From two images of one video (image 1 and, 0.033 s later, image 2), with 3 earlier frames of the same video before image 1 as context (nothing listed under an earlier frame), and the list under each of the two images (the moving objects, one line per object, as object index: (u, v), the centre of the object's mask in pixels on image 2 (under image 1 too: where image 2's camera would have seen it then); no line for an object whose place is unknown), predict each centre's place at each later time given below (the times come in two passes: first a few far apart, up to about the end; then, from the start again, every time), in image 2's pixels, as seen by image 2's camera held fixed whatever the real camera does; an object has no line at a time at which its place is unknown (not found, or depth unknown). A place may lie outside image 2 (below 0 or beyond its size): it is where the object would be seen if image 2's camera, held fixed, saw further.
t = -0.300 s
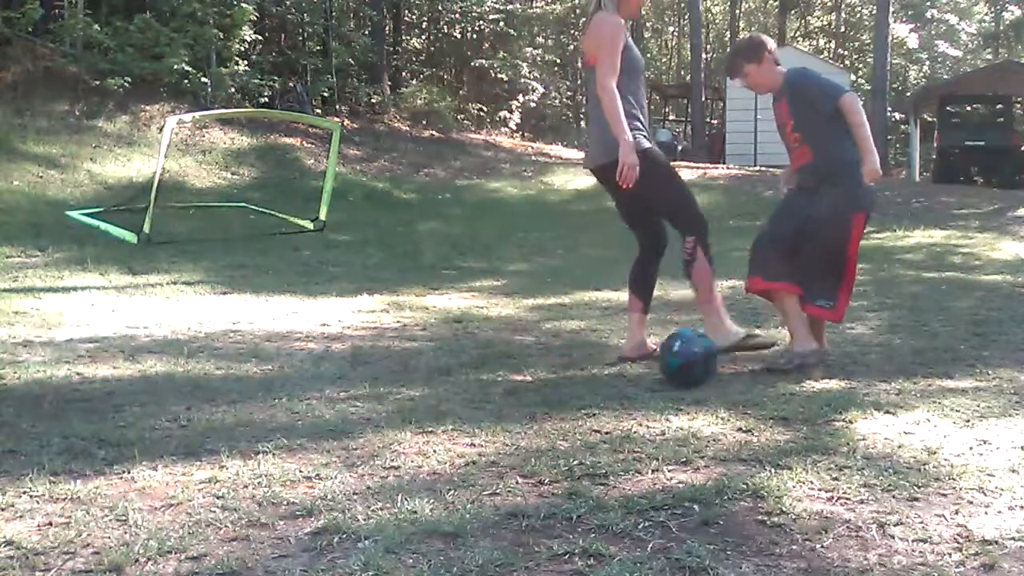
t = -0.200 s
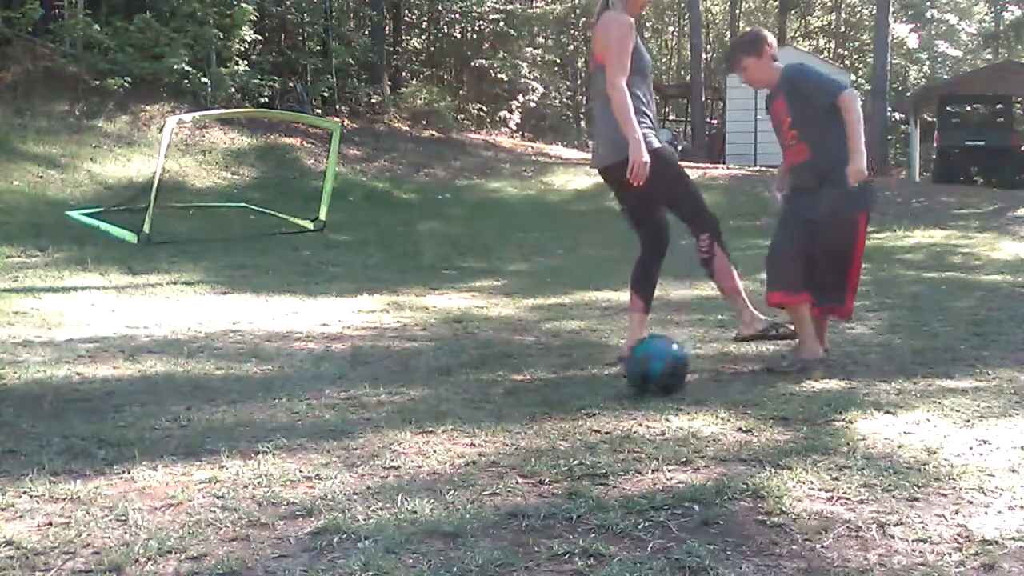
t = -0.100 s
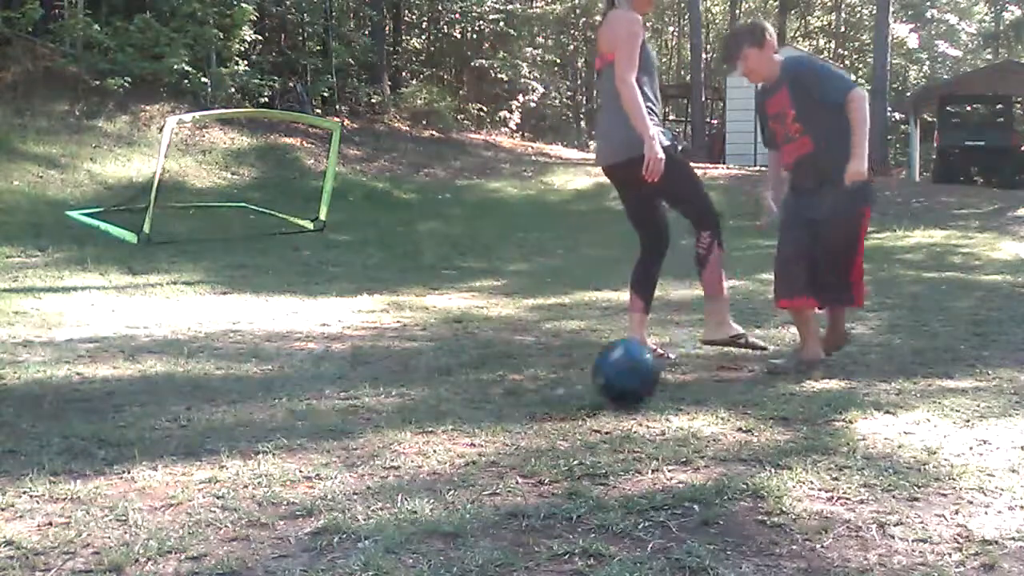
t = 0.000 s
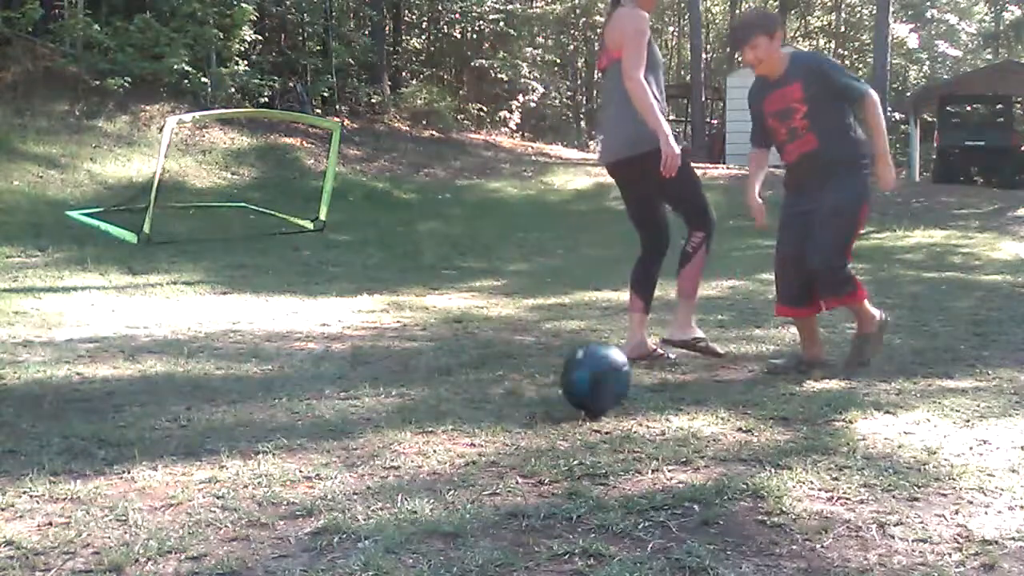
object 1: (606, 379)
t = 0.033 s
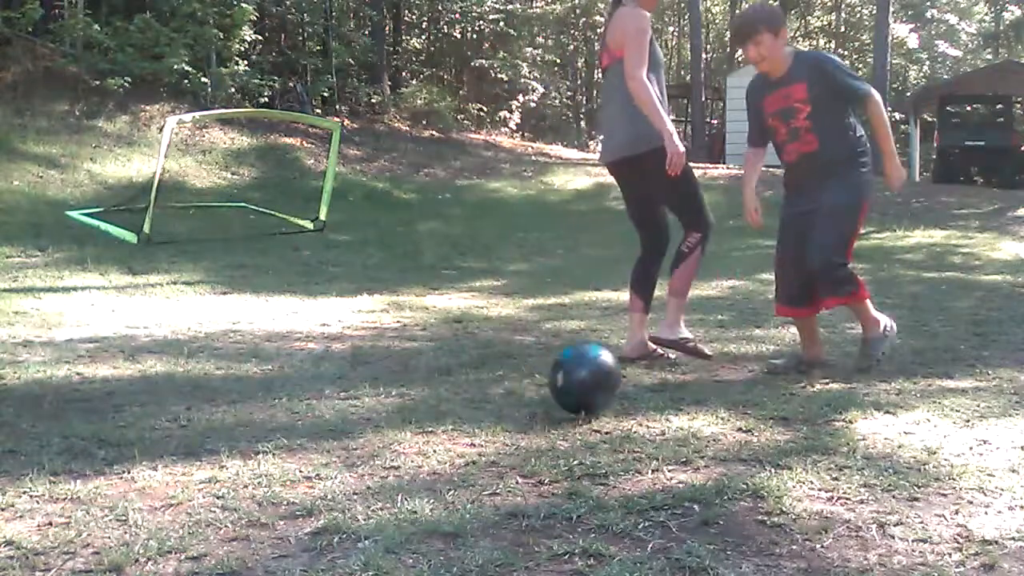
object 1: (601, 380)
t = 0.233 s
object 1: (525, 404)
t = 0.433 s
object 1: (423, 428)
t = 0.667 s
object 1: (246, 461)
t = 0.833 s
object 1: (105, 486)
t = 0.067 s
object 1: (590, 381)
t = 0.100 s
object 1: (576, 389)
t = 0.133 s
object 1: (558, 389)
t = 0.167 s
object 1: (553, 388)
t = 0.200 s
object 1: (541, 394)
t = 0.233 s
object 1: (525, 404)
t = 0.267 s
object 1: (505, 405)
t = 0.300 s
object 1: (488, 408)
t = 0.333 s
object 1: (476, 409)
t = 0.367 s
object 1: (455, 414)
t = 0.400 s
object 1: (438, 419)
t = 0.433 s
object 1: (423, 428)
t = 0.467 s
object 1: (403, 430)
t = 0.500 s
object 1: (383, 433)
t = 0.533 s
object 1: (361, 441)
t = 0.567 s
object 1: (328, 444)
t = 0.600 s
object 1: (308, 443)
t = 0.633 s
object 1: (276, 454)
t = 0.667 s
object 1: (246, 461)
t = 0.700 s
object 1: (223, 470)
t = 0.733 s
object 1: (193, 470)
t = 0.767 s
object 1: (170, 479)
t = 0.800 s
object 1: (137, 481)
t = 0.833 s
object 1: (105, 486)
